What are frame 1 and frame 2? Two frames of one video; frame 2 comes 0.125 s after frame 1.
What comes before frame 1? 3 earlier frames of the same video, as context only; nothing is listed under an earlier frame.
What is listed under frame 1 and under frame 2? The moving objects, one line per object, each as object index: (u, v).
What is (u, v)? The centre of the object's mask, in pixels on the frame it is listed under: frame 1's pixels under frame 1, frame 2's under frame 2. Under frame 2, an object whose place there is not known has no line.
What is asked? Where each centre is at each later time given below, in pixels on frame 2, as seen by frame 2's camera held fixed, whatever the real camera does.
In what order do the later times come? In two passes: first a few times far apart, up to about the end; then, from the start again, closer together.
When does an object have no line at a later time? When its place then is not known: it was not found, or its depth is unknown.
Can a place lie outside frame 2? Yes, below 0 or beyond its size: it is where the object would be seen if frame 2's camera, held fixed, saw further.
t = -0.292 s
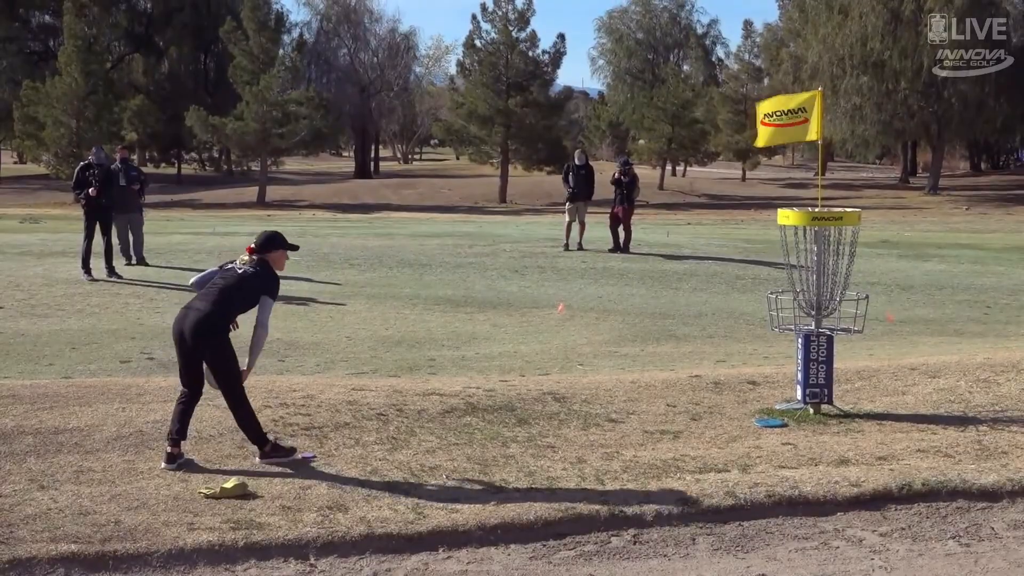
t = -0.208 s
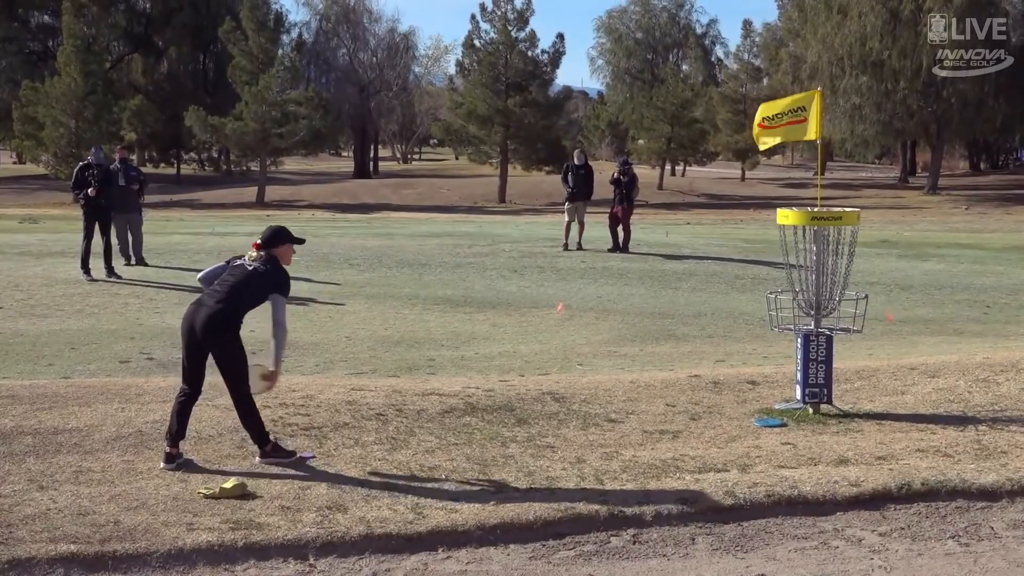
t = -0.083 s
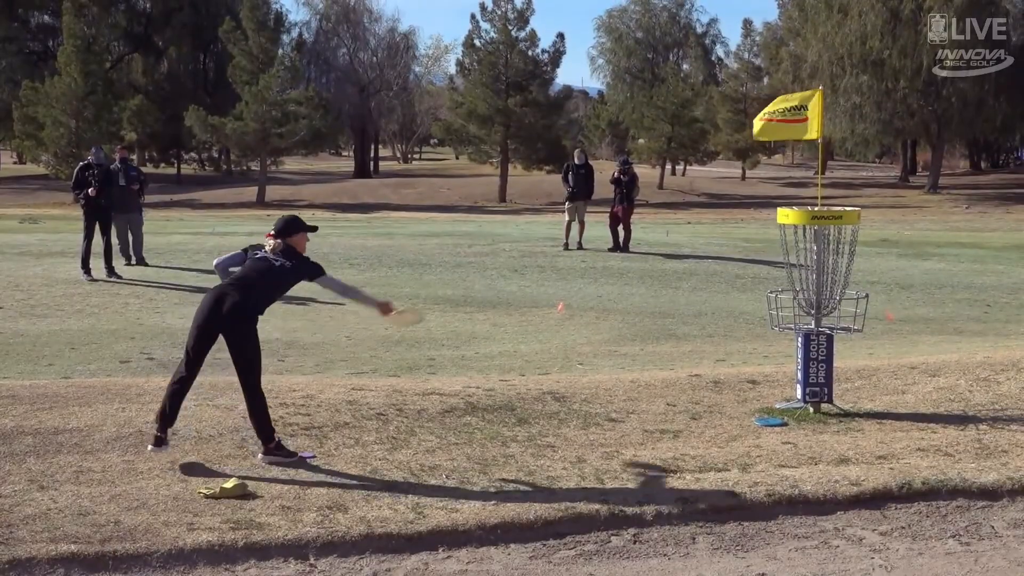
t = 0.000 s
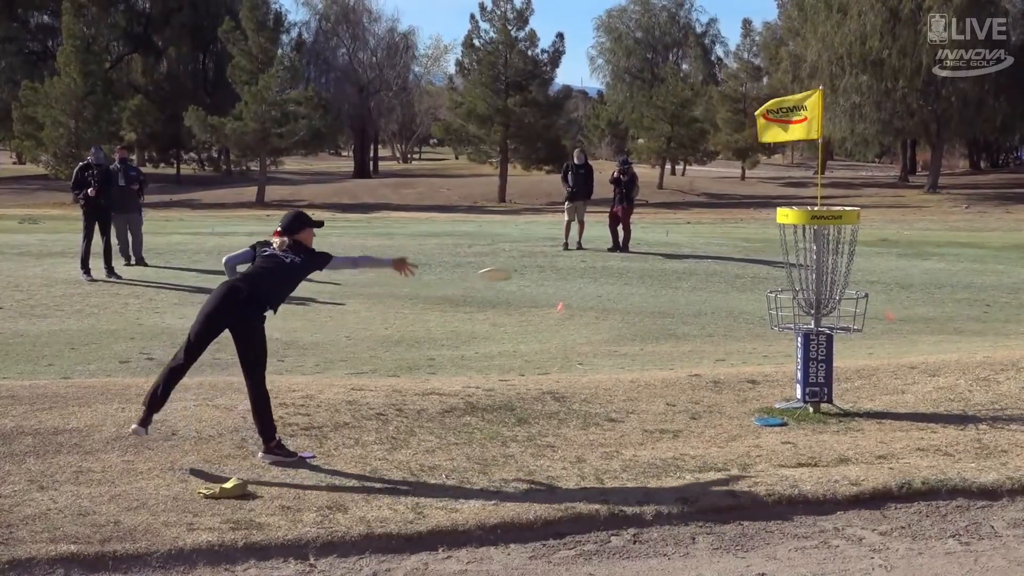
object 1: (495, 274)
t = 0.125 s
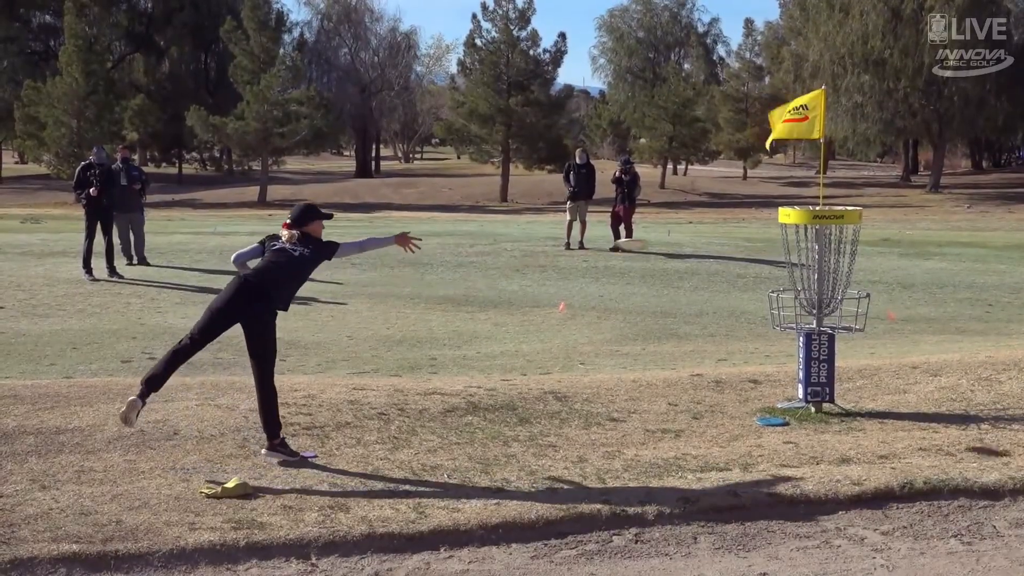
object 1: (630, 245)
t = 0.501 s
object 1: (828, 277)
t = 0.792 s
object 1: (807, 321)
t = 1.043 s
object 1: (810, 326)
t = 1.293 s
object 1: (812, 329)
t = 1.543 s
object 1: (812, 329)
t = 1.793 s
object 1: (813, 329)
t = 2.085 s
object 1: (813, 329)
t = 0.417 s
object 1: (824, 271)
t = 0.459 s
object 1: (826, 275)
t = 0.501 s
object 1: (828, 277)
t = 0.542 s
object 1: (828, 283)
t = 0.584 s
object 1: (826, 288)
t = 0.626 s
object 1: (823, 292)
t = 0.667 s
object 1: (818, 301)
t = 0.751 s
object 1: (808, 320)
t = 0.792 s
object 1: (807, 321)
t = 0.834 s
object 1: (810, 320)
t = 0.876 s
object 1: (810, 321)
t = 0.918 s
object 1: (812, 320)
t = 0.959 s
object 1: (809, 322)
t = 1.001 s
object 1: (809, 322)
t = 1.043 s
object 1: (810, 326)
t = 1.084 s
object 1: (812, 327)
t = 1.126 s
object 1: (812, 327)
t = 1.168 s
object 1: (815, 328)
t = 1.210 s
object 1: (813, 329)
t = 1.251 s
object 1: (812, 329)
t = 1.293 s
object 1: (812, 329)
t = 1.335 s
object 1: (812, 329)
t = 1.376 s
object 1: (812, 328)
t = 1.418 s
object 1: (812, 328)
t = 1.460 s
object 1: (812, 329)
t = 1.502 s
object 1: (812, 329)
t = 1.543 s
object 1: (812, 329)
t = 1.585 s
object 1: (812, 329)
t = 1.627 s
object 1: (813, 329)
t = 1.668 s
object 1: (813, 329)
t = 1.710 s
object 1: (813, 329)
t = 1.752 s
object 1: (813, 329)
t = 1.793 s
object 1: (813, 329)
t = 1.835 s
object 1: (814, 329)
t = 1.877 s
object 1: (814, 329)
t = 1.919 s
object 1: (814, 329)
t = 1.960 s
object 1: (814, 329)
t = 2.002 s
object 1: (814, 329)
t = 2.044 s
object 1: (814, 329)
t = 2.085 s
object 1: (813, 329)
